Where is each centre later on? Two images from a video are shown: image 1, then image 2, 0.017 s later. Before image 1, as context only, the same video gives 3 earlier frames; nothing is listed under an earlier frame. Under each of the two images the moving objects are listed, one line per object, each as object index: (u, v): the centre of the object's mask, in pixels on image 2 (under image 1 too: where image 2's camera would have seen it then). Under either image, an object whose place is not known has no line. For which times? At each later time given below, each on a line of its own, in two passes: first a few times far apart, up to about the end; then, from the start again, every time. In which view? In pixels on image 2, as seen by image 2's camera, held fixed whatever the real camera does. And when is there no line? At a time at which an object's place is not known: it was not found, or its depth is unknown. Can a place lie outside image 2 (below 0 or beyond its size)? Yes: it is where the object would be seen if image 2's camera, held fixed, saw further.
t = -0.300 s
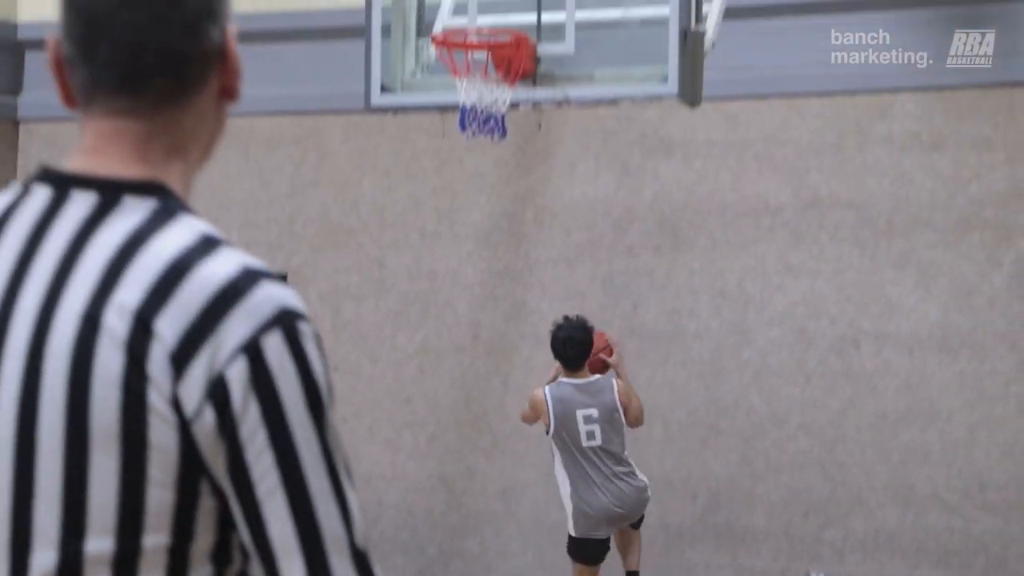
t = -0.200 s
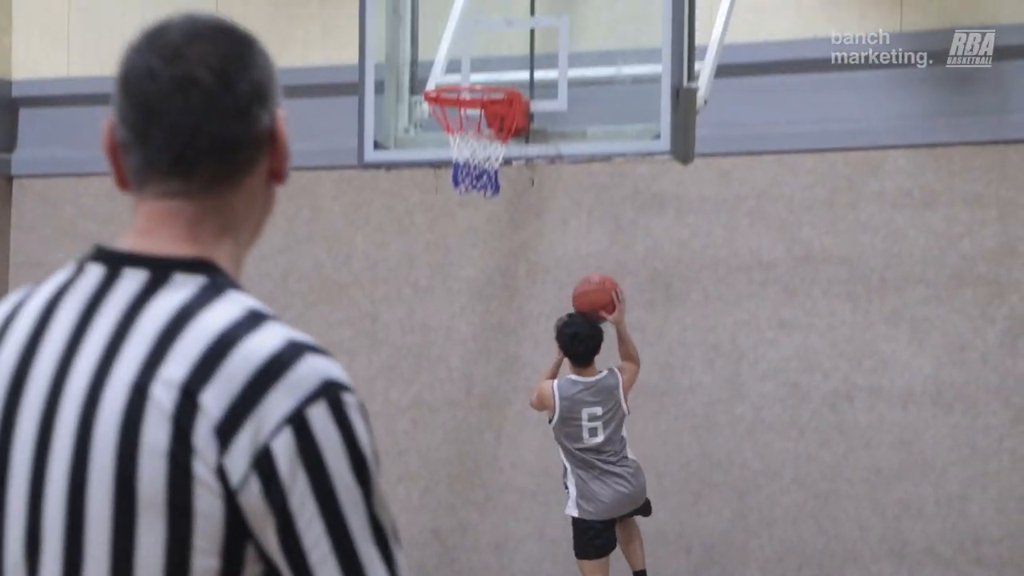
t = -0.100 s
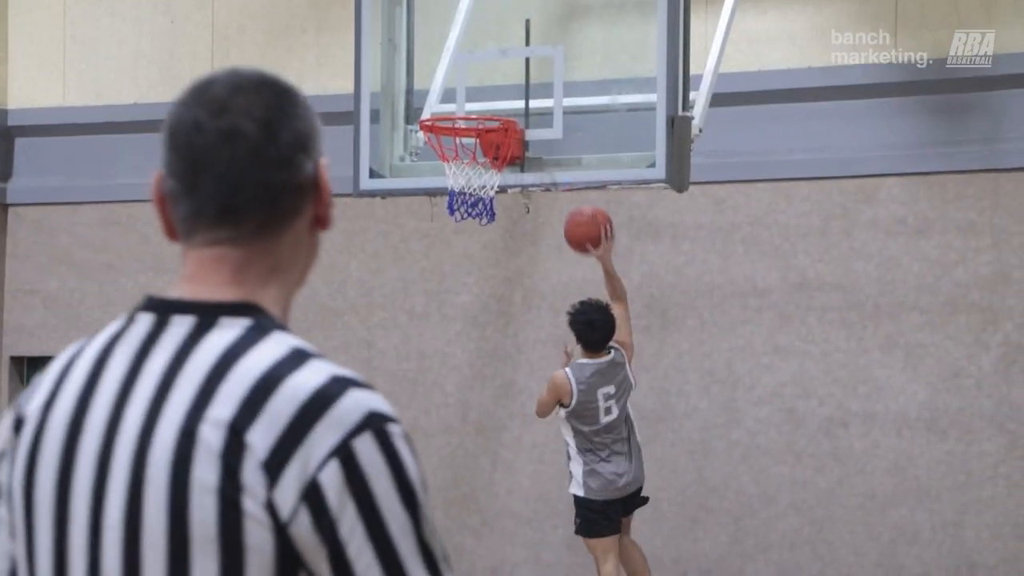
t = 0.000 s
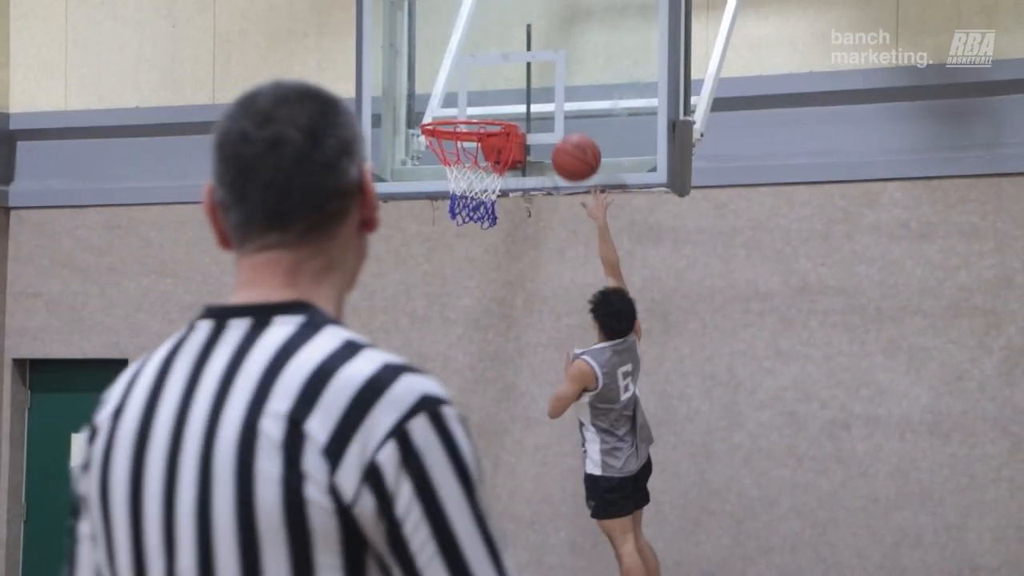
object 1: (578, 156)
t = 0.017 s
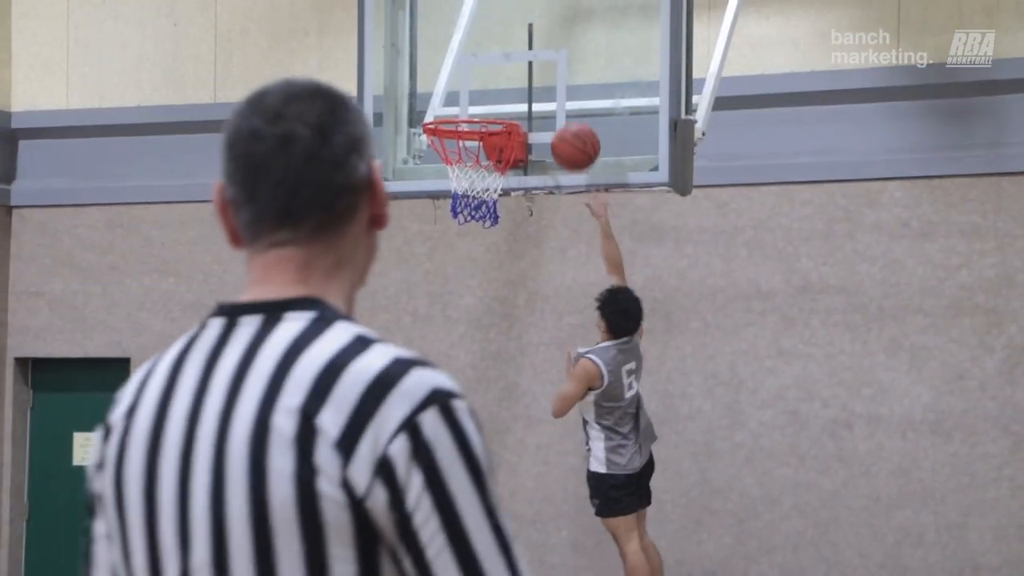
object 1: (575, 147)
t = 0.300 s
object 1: (523, 70)
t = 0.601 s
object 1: (454, 176)
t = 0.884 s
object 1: (428, 363)
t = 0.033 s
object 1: (573, 136)
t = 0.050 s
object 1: (570, 127)
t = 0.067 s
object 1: (568, 119)
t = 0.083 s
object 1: (565, 111)
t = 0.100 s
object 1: (563, 103)
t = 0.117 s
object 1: (561, 96)
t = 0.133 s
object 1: (558, 89)
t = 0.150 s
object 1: (556, 83)
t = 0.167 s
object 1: (553, 79)
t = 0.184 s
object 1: (549, 76)
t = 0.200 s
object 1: (546, 74)
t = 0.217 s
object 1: (542, 72)
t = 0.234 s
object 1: (538, 70)
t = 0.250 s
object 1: (534, 69)
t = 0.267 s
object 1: (531, 69)
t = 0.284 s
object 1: (528, 69)
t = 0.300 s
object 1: (523, 70)
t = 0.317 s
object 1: (520, 70)
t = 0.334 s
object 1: (517, 71)
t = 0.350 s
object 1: (513, 72)
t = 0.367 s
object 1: (510, 73)
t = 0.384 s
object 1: (505, 76)
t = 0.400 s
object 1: (499, 80)
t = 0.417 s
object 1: (494, 85)
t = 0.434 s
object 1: (491, 92)
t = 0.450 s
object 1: (488, 98)
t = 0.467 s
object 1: (485, 108)
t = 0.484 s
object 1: (481, 115)
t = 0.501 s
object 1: (479, 119)
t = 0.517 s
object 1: (473, 133)
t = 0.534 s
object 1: (468, 141)
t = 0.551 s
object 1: (464, 150)
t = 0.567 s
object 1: (462, 155)
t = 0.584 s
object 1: (458, 167)
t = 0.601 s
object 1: (454, 176)
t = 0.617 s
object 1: (452, 187)
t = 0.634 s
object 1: (450, 193)
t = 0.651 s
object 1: (449, 206)
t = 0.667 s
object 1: (448, 210)
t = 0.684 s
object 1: (446, 218)
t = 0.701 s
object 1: (445, 227)
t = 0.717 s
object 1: (444, 236)
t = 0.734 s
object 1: (443, 246)
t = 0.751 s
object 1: (441, 257)
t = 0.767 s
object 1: (440, 269)
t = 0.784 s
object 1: (439, 281)
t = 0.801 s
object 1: (437, 294)
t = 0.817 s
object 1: (436, 307)
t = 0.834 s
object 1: (434, 321)
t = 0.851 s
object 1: (433, 336)
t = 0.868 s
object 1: (431, 351)
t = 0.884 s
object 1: (428, 363)
